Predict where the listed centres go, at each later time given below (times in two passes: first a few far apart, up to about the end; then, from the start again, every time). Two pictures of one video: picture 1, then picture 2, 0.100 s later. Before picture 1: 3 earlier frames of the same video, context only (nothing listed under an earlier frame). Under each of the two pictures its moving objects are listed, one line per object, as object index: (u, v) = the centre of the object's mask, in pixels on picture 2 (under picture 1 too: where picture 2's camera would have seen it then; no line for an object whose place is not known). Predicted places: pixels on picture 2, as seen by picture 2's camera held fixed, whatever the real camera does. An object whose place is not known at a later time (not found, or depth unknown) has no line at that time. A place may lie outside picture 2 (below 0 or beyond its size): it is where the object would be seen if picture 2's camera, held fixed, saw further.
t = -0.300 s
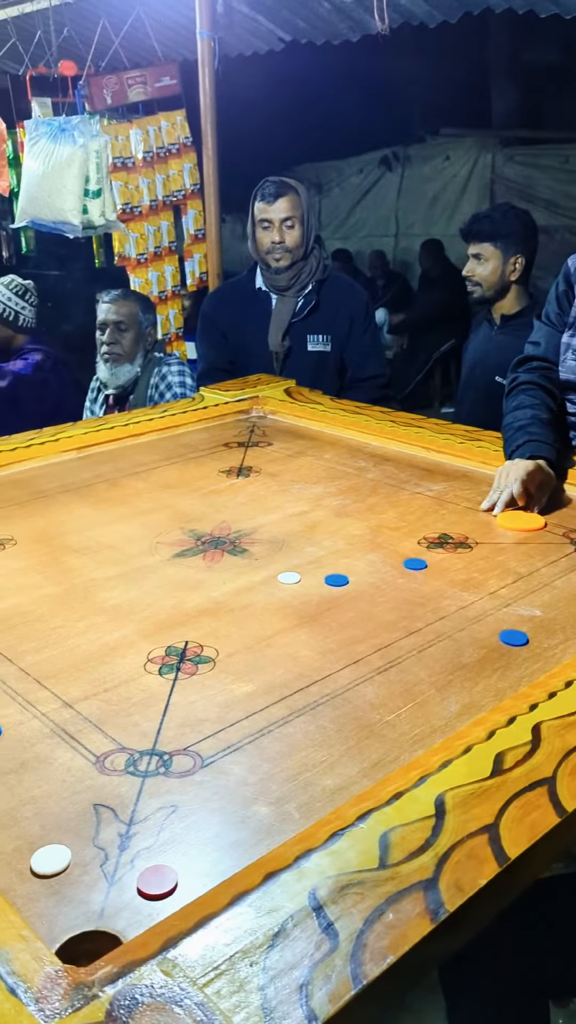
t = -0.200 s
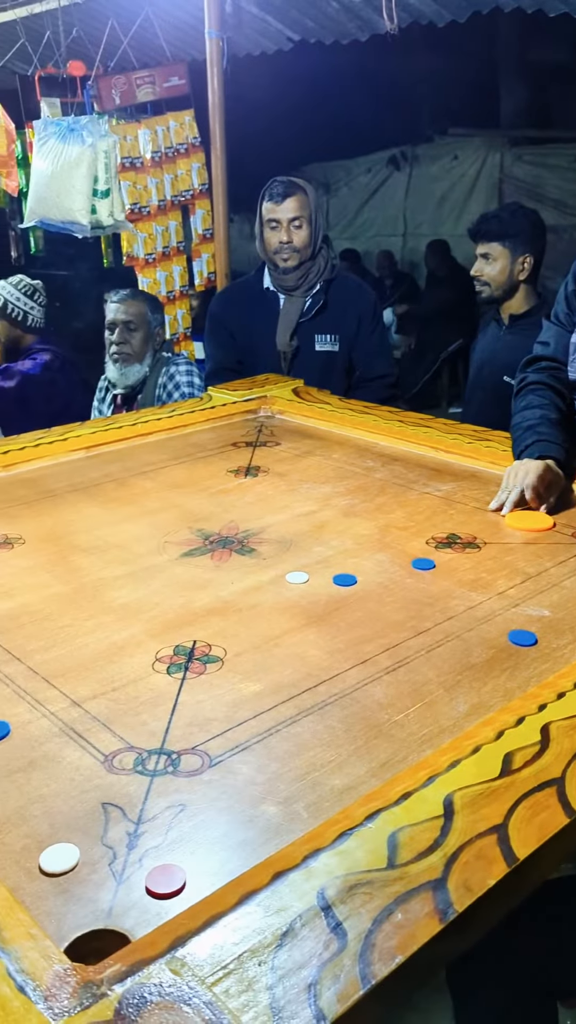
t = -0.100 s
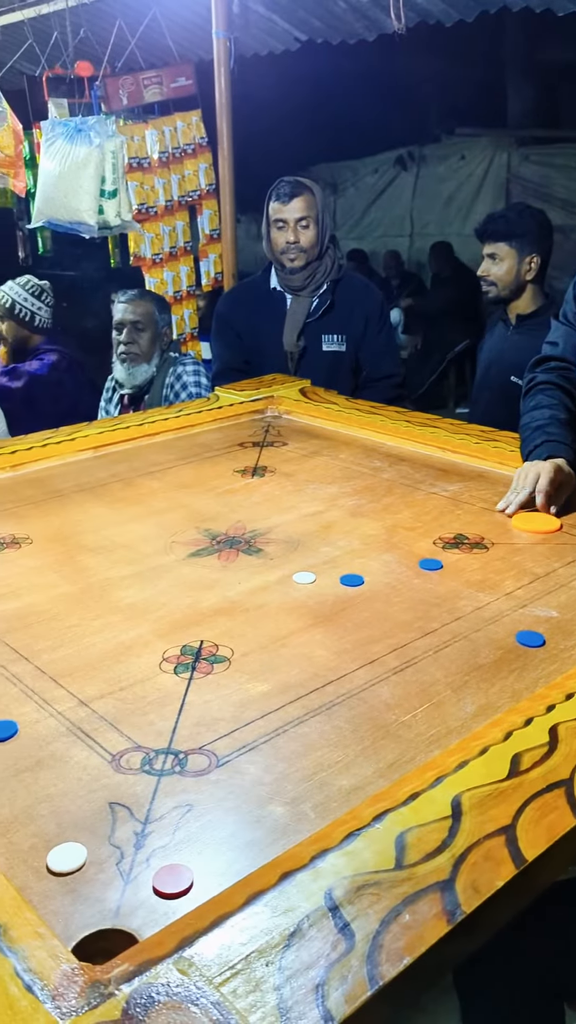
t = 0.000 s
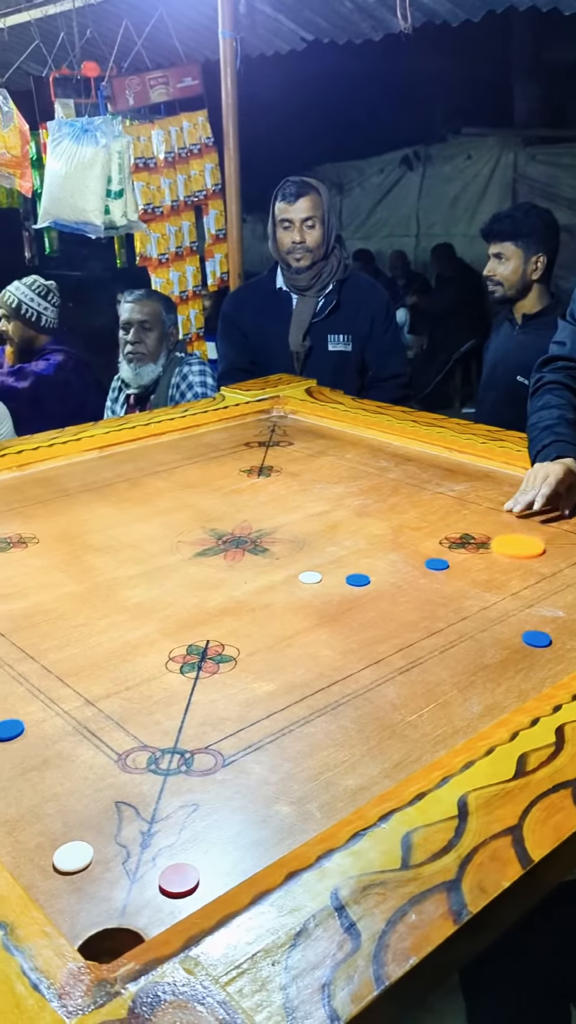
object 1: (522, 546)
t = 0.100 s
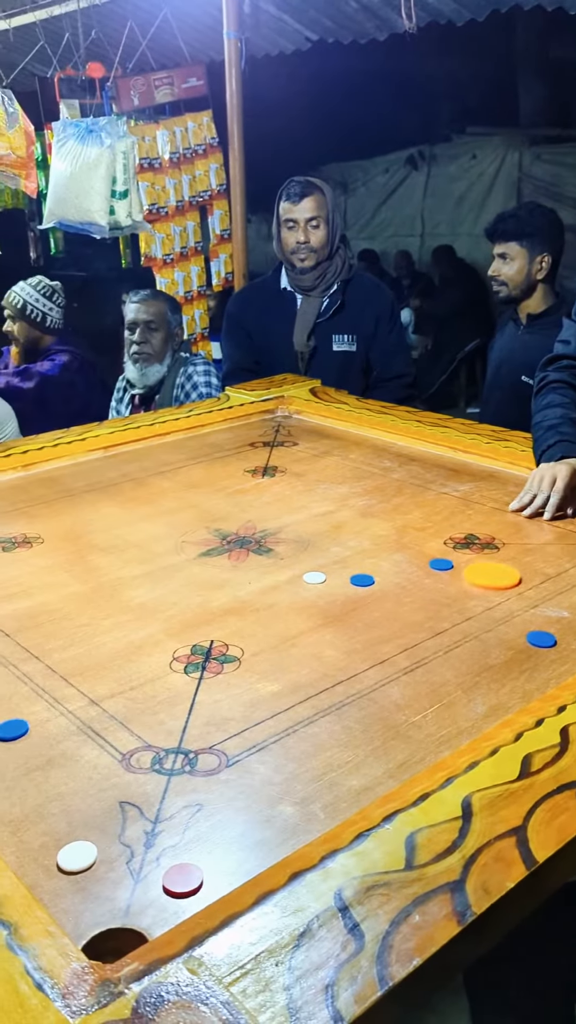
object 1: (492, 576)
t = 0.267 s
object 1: (434, 632)
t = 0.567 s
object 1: (303, 760)
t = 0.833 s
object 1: (140, 911)
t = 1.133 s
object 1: (218, 847)
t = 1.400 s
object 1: (292, 779)
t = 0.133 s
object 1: (481, 587)
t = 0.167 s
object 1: (470, 597)
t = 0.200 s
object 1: (459, 608)
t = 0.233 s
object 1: (446, 620)
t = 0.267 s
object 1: (434, 632)
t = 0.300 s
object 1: (421, 645)
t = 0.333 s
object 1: (408, 657)
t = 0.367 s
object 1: (395, 670)
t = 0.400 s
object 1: (381, 684)
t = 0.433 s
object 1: (367, 698)
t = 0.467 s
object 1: (352, 712)
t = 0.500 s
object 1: (336, 727)
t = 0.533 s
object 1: (320, 743)
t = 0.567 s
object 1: (303, 760)
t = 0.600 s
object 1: (285, 778)
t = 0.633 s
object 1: (267, 797)
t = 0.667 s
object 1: (246, 816)
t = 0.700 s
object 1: (225, 837)
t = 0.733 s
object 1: (205, 857)
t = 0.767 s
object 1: (184, 875)
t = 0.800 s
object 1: (162, 893)
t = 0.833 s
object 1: (140, 911)
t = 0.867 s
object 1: (120, 925)
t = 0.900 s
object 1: (126, 920)
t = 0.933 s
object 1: (141, 909)
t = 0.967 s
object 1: (156, 898)
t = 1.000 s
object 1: (169, 888)
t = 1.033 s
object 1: (183, 877)
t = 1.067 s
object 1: (195, 867)
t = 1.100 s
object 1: (207, 856)
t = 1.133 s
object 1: (218, 847)
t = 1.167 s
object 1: (228, 836)
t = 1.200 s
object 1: (238, 827)
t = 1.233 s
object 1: (248, 818)
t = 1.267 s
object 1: (257, 809)
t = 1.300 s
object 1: (266, 801)
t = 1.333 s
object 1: (275, 794)
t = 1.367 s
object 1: (283, 786)
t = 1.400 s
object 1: (292, 779)
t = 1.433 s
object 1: (300, 772)
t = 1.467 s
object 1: (308, 765)
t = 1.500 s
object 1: (315, 758)
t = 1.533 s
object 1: (322, 752)
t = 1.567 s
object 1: (329, 746)
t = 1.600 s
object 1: (336, 741)
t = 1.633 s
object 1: (342, 736)
